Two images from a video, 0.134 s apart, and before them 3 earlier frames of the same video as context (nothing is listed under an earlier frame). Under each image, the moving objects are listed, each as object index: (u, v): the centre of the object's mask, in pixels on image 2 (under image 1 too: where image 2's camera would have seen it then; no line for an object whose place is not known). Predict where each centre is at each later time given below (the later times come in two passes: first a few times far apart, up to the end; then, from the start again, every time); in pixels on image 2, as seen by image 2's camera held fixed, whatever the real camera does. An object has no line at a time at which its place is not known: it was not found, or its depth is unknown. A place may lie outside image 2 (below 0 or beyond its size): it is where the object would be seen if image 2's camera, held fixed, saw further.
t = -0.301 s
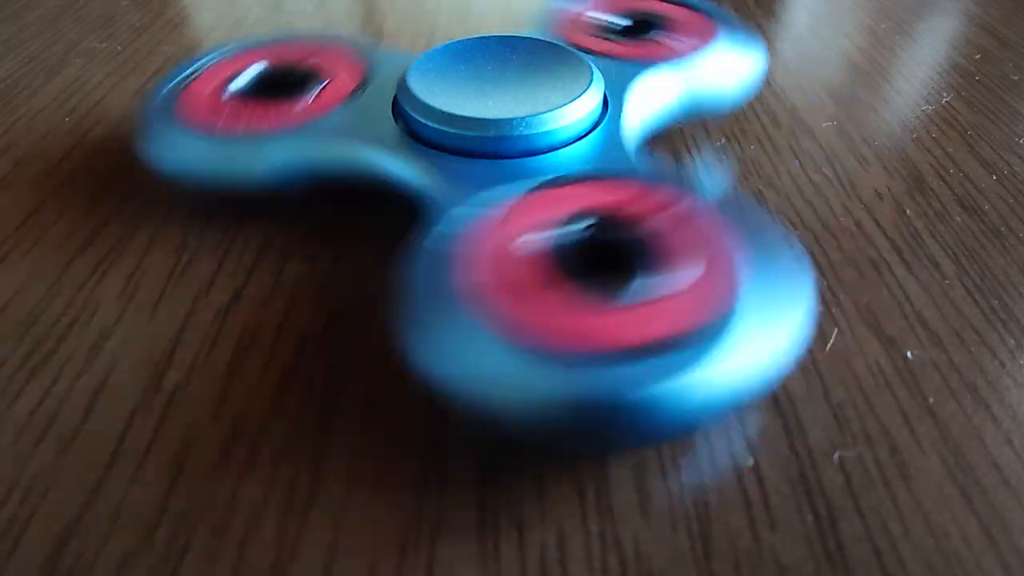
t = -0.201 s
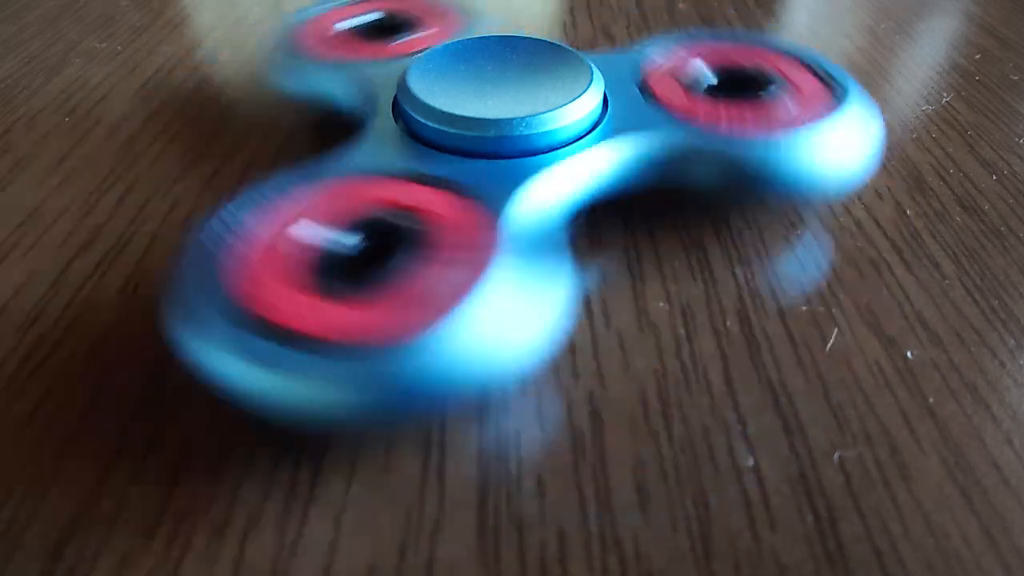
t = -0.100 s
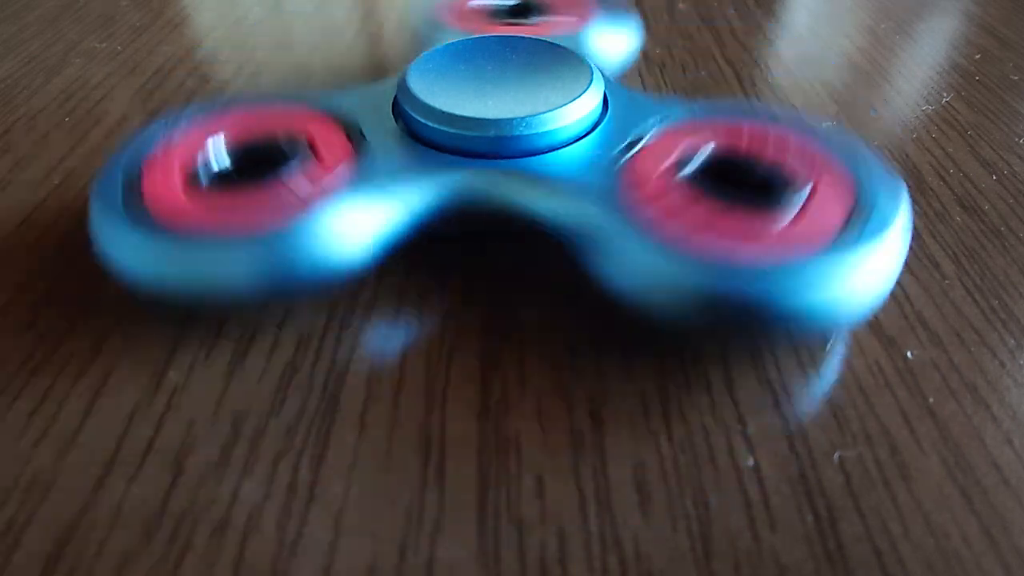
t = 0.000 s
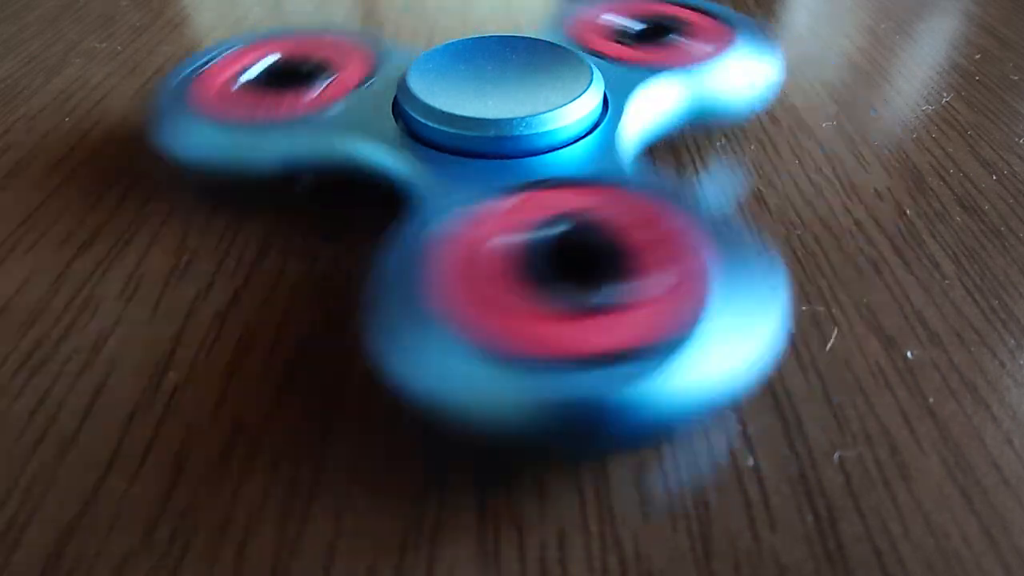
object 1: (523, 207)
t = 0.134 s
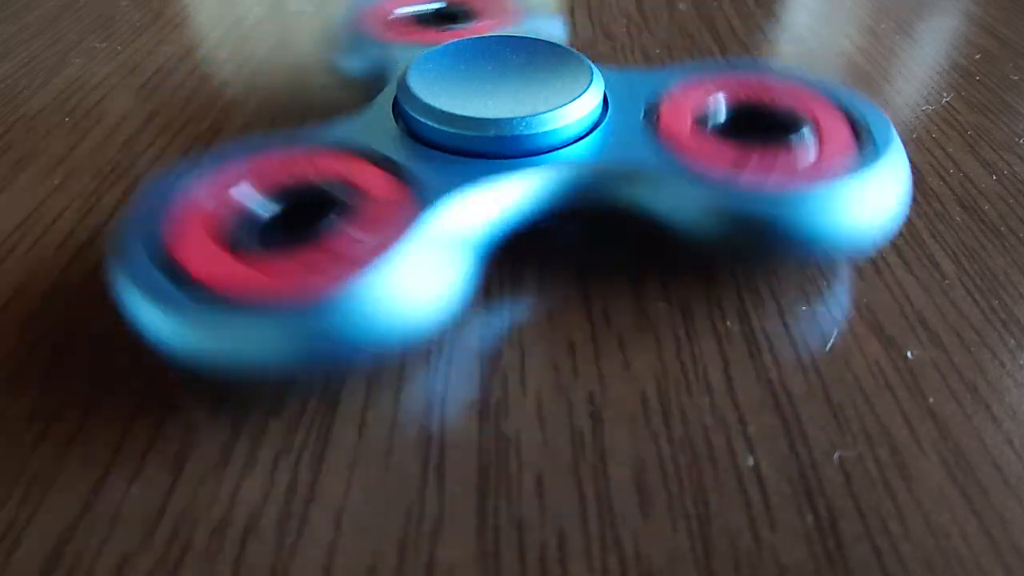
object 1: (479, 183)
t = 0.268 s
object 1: (532, 203)
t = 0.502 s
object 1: (525, 183)
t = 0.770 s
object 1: (510, 178)
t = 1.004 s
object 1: (479, 185)
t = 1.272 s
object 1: (473, 194)
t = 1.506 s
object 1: (497, 209)
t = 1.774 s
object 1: (514, 210)
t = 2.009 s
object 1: (535, 193)
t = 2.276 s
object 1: (524, 183)
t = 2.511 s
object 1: (487, 180)
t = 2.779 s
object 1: (475, 190)
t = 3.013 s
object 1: (491, 209)
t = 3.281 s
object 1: (514, 210)
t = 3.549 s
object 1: (532, 204)
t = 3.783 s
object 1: (520, 181)
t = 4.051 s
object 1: (495, 179)
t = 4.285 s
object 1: (474, 197)
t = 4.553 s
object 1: (489, 207)
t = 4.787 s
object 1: (529, 204)
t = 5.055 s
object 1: (533, 190)
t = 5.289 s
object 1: (494, 179)
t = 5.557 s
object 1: (475, 188)
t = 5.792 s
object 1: (495, 208)
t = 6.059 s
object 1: (523, 207)
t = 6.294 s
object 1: (527, 183)
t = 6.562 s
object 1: (497, 179)
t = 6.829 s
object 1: (474, 188)
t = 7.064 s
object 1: (499, 209)
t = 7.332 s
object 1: (528, 205)
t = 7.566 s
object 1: (518, 180)
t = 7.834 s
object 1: (485, 181)
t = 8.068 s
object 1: (483, 205)
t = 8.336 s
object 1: (516, 208)
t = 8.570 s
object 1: (528, 184)
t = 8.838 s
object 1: (494, 179)
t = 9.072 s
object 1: (478, 202)
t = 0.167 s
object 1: (499, 179)
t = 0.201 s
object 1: (520, 181)
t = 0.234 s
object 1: (534, 189)
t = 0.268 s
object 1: (532, 203)
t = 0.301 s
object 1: (516, 208)
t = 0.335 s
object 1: (495, 209)
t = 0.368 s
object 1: (478, 201)
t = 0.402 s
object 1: (473, 191)
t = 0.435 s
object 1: (483, 181)
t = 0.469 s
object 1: (503, 178)
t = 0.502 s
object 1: (525, 183)
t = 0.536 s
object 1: (535, 195)
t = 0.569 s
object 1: (528, 205)
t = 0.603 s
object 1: (508, 209)
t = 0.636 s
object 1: (490, 208)
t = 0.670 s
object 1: (476, 199)
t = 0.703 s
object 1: (474, 188)
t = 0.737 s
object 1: (488, 179)
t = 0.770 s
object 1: (510, 178)
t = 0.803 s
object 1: (529, 184)
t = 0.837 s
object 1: (535, 196)
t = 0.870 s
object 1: (526, 206)
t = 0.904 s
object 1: (504, 208)
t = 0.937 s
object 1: (485, 206)
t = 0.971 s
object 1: (476, 196)
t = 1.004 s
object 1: (479, 185)
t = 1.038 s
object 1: (494, 179)
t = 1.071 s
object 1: (516, 180)
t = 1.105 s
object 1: (532, 188)
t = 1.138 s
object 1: (533, 200)
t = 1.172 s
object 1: (521, 208)
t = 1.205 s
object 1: (500, 209)
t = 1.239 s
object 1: (481, 203)
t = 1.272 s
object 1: (473, 194)
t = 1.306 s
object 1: (479, 183)
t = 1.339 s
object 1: (498, 179)
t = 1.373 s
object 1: (518, 181)
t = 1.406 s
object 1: (533, 189)
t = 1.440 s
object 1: (532, 202)
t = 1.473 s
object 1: (517, 209)
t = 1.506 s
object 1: (497, 209)
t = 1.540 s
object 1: (480, 202)
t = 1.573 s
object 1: (473, 192)
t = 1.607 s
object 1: (481, 182)
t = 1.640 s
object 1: (502, 178)
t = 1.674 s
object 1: (522, 181)
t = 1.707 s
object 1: (534, 190)
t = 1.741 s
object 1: (532, 204)
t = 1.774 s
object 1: (514, 210)
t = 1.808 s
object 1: (494, 208)
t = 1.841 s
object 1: (480, 201)
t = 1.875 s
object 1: (475, 192)
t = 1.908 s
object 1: (485, 182)
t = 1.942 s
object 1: (504, 179)
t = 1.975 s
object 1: (524, 183)
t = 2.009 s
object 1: (535, 193)
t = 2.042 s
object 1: (530, 205)
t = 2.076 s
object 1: (513, 209)
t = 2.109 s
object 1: (491, 208)
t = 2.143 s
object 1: (476, 201)
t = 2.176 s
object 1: (474, 191)
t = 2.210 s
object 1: (484, 181)
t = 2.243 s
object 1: (504, 179)
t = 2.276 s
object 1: (524, 183)
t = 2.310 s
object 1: (534, 193)
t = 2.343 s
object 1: (529, 205)
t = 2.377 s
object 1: (510, 210)
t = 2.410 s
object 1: (491, 209)
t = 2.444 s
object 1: (478, 200)
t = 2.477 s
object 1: (475, 190)
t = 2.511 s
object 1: (487, 180)
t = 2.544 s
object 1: (506, 178)
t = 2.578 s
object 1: (527, 183)
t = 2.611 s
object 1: (535, 193)
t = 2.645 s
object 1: (530, 204)
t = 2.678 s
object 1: (512, 210)
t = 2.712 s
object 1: (492, 208)
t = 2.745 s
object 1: (478, 200)
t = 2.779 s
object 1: (475, 190)
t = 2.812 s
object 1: (486, 181)
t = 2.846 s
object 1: (506, 178)
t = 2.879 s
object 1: (525, 184)
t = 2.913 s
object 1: (535, 193)
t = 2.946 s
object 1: (530, 205)
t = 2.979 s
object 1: (512, 210)
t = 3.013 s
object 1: (491, 209)
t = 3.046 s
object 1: (477, 201)
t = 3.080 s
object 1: (474, 191)
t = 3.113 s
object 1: (484, 181)
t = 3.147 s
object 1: (504, 178)
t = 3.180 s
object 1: (524, 183)
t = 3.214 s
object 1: (533, 193)
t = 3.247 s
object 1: (529, 205)
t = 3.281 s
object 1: (514, 210)
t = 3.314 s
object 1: (493, 209)
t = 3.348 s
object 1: (479, 202)
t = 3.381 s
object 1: (475, 192)
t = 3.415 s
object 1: (484, 182)
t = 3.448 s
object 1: (502, 178)
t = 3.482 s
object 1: (522, 181)
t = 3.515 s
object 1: (534, 191)
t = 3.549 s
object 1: (532, 204)
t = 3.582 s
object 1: (515, 210)
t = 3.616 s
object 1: (496, 209)
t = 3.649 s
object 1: (480, 203)
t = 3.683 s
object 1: (475, 193)
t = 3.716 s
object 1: (481, 183)
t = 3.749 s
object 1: (501, 179)
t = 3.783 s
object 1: (520, 181)
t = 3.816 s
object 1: (534, 189)
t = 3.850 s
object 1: (533, 203)
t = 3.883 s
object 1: (518, 209)
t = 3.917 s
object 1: (498, 209)
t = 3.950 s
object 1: (481, 204)
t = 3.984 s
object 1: (473, 194)
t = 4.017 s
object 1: (478, 184)
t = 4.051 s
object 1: (495, 179)
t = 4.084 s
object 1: (516, 181)
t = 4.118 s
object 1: (532, 189)
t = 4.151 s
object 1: (533, 202)
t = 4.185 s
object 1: (522, 209)
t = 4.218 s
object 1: (502, 210)
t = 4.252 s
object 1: (483, 205)
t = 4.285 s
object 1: (474, 197)
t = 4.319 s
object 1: (476, 186)
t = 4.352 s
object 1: (491, 179)
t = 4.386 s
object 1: (513, 179)
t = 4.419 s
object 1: (530, 185)
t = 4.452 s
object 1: (535, 196)
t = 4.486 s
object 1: (526, 206)
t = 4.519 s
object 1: (508, 210)
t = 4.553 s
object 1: (489, 207)
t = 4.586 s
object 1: (477, 200)
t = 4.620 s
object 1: (476, 189)
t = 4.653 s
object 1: (488, 180)
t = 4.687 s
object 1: (508, 179)
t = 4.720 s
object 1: (526, 183)
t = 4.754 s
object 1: (534, 193)
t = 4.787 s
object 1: (529, 204)
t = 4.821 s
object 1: (514, 209)
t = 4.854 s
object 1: (493, 208)
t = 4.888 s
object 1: (478, 202)
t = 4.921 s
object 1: (474, 192)
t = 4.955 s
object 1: (482, 182)
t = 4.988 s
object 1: (500, 179)
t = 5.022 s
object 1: (520, 181)
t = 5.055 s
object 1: (533, 190)
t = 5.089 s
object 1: (532, 204)
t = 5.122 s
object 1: (518, 209)
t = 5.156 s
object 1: (499, 210)
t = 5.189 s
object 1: (481, 204)
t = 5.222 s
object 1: (474, 195)
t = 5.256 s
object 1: (478, 185)
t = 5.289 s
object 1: (494, 179)
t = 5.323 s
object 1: (515, 179)
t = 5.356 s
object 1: (531, 185)
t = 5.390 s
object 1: (534, 196)
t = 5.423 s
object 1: (526, 207)
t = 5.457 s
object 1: (507, 210)
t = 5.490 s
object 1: (489, 207)
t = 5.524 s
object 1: (477, 199)
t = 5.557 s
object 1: (475, 188)
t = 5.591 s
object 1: (487, 180)
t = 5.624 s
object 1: (507, 178)
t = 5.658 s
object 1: (526, 183)
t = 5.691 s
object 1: (535, 194)
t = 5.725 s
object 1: (531, 204)
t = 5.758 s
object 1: (515, 209)
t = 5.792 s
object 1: (495, 208)
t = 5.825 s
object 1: (479, 202)
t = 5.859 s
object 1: (473, 193)
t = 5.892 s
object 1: (480, 184)
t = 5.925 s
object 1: (498, 179)
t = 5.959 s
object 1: (516, 180)
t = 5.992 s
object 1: (531, 188)
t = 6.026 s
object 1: (533, 198)
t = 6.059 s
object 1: (523, 207)
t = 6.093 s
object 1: (504, 209)
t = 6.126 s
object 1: (485, 207)
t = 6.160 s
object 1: (475, 197)
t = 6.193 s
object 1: (476, 187)
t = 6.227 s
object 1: (487, 179)
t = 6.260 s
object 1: (508, 178)
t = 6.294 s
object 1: (527, 183)
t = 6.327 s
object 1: (535, 193)
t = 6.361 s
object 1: (531, 203)
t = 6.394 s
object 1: (515, 208)
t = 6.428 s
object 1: (495, 208)
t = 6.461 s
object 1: (480, 202)
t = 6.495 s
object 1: (474, 193)
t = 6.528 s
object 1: (480, 183)
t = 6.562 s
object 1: (497, 179)
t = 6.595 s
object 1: (517, 180)
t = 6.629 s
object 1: (532, 187)
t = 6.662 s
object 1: (534, 197)
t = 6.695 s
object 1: (524, 207)
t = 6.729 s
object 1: (505, 209)
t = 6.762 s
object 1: (487, 207)
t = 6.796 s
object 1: (475, 199)
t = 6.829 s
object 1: (474, 188)
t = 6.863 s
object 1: (487, 180)
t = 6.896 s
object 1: (504, 178)
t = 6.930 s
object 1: (523, 182)
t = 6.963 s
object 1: (535, 192)
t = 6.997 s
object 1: (531, 203)
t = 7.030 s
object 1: (517, 209)
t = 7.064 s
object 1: (499, 209)
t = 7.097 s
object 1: (481, 204)
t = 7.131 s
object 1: (473, 195)
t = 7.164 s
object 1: (478, 185)
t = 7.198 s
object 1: (493, 179)
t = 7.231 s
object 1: (512, 178)
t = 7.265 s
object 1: (529, 184)
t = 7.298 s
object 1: (535, 195)
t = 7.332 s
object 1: (528, 205)
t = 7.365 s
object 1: (512, 209)
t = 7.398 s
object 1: (493, 208)
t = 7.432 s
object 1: (479, 201)
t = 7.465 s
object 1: (475, 192)
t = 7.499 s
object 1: (482, 183)
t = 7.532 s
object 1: (500, 179)
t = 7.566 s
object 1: (518, 180)
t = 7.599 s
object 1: (533, 189)
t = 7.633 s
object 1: (534, 200)
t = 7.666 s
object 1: (523, 208)
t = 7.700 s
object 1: (505, 209)
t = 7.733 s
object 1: (486, 207)
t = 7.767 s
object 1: (475, 198)
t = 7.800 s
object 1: (474, 188)
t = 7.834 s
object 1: (485, 181)
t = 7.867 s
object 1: (503, 178)
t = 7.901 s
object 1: (522, 182)
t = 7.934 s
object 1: (533, 190)
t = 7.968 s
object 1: (532, 203)
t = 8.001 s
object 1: (519, 209)
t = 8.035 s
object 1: (500, 209)
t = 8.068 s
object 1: (483, 205)
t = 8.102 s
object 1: (474, 196)
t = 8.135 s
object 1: (476, 187)
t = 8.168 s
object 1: (489, 179)
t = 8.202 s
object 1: (508, 177)
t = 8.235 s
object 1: (527, 182)
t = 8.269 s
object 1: (535, 193)
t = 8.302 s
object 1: (530, 202)
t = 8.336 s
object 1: (516, 208)
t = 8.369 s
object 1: (498, 208)
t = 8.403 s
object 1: (482, 204)
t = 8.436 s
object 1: (474, 196)
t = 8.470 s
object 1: (478, 185)
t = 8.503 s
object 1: (492, 179)
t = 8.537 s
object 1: (512, 178)
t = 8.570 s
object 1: (528, 184)
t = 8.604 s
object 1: (534, 194)
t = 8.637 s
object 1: (529, 205)
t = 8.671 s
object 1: (513, 209)
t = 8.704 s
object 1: (494, 208)
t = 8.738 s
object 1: (478, 202)
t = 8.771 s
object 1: (473, 193)
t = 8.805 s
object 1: (478, 184)
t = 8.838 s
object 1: (494, 179)
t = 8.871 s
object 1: (514, 179)
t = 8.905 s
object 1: (529, 185)
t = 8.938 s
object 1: (534, 197)
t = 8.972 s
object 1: (528, 206)
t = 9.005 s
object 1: (511, 210)
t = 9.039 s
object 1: (492, 208)
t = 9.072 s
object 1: (478, 202)
